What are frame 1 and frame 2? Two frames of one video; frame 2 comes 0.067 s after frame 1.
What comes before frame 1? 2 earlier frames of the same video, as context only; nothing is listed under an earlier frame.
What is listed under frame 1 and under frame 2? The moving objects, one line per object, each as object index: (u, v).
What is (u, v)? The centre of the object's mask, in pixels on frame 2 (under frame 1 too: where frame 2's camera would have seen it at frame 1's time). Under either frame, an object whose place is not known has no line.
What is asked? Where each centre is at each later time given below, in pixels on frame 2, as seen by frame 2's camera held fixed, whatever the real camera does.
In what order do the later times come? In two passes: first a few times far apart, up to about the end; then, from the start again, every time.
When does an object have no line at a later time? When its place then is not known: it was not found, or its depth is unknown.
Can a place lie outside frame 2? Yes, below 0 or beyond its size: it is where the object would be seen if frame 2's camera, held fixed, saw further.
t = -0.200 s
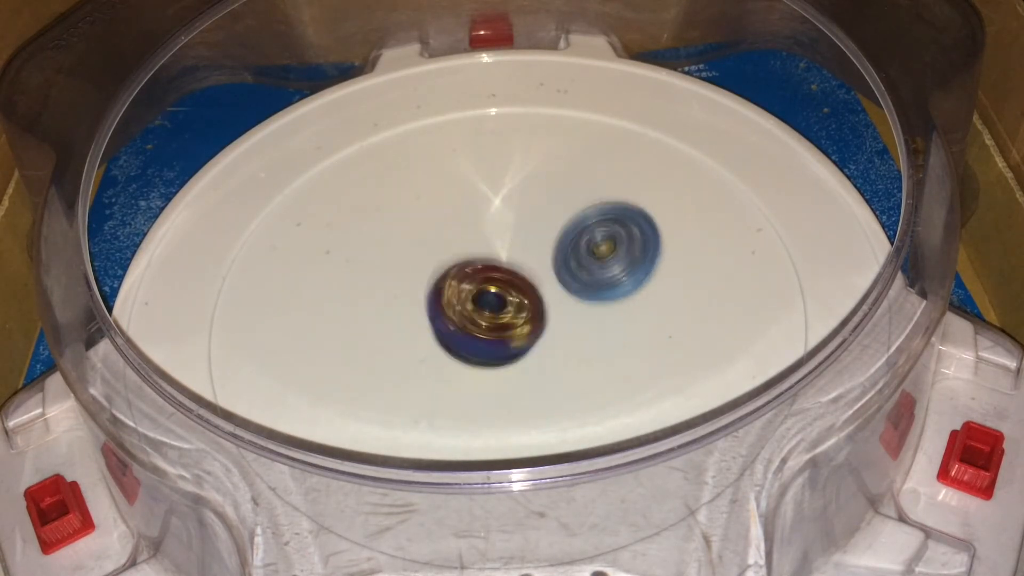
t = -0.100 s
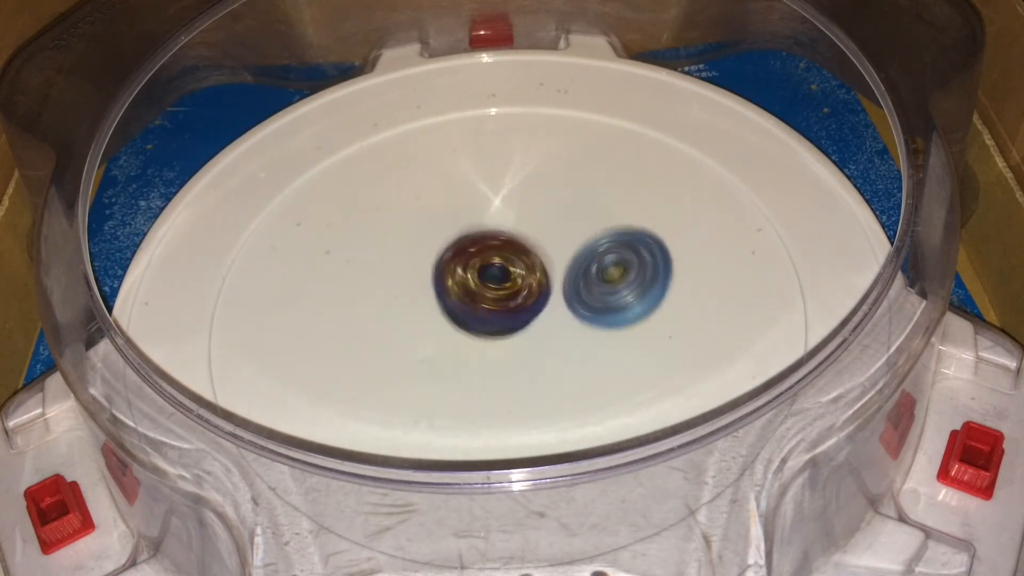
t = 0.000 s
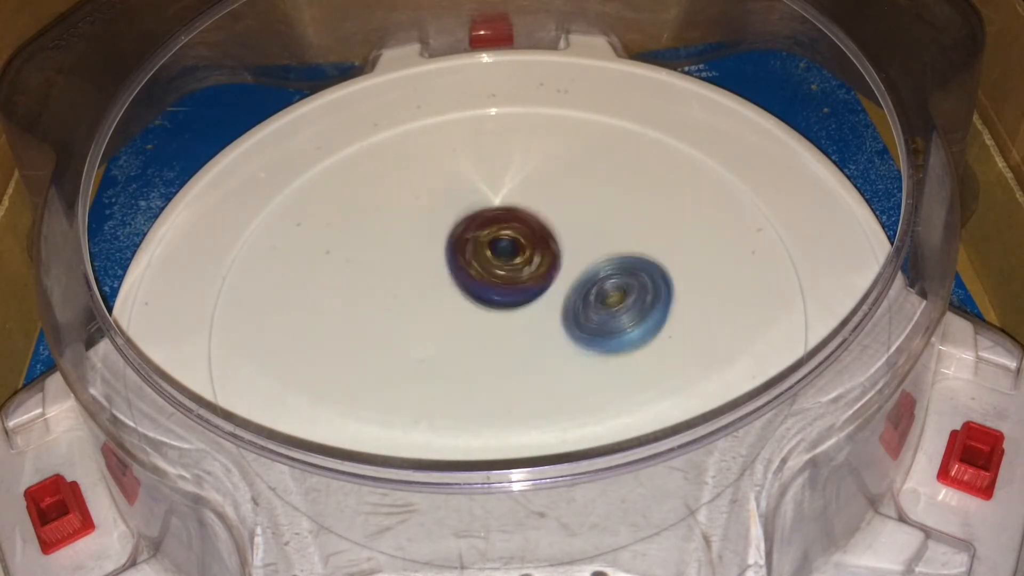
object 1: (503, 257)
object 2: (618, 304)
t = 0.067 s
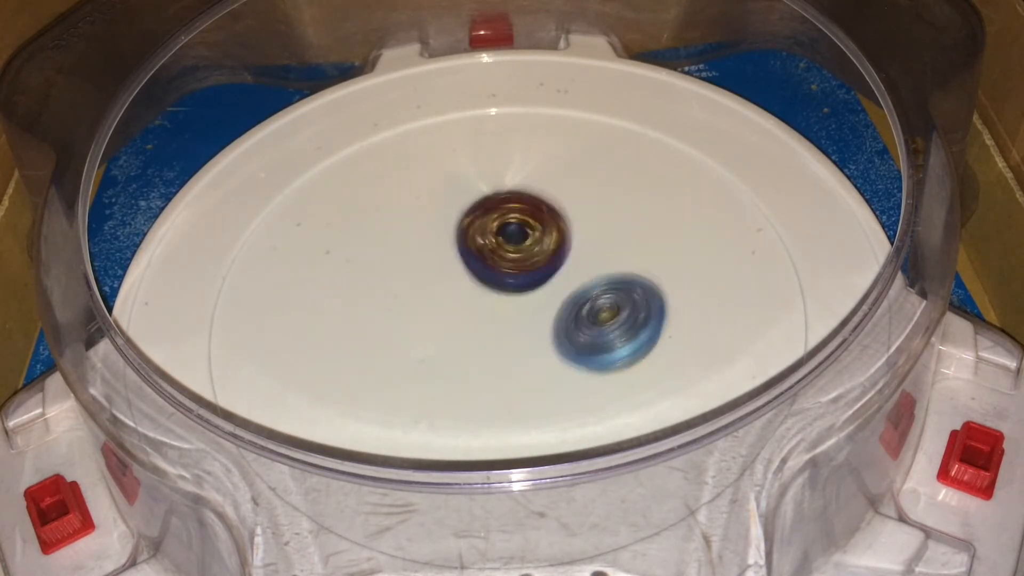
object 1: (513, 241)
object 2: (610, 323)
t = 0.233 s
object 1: (538, 211)
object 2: (570, 361)
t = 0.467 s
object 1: (546, 226)
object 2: (487, 378)
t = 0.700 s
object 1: (537, 284)
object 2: (418, 347)
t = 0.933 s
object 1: (554, 335)
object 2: (339, 284)
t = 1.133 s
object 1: (567, 365)
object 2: (373, 241)
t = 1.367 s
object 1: (539, 348)
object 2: (471, 212)
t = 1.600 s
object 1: (516, 300)
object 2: (582, 208)
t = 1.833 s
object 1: (521, 254)
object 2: (649, 230)
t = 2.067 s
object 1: (516, 243)
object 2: (648, 290)
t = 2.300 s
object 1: (504, 267)
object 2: (569, 367)
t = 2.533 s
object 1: (487, 310)
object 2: (456, 403)
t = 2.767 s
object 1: (512, 311)
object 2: (380, 375)
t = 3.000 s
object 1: (533, 310)
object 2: (389, 287)
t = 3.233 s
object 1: (537, 306)
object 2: (453, 192)
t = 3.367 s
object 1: (535, 299)
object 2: (499, 168)
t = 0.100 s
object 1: (518, 234)
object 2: (604, 331)
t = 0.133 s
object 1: (524, 226)
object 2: (597, 340)
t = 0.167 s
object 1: (529, 220)
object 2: (588, 348)
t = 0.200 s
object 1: (533, 215)
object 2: (579, 354)
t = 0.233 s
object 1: (538, 211)
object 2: (570, 361)
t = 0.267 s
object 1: (540, 208)
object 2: (559, 366)
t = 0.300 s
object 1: (542, 207)
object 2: (548, 371)
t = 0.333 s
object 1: (543, 208)
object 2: (536, 374)
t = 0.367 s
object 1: (545, 211)
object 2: (524, 376)
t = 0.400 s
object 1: (544, 214)
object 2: (512, 378)
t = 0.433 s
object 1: (546, 219)
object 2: (499, 378)
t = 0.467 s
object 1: (546, 226)
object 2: (487, 378)
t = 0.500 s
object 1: (545, 232)
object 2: (476, 376)
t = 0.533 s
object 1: (546, 240)
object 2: (465, 373)
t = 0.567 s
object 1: (545, 250)
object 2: (454, 370)
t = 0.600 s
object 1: (544, 258)
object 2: (444, 366)
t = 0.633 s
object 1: (542, 266)
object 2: (434, 360)
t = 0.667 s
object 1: (541, 275)
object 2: (426, 354)
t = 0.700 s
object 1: (537, 284)
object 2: (418, 347)
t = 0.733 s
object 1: (534, 293)
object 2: (413, 340)
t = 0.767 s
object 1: (530, 301)
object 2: (409, 332)
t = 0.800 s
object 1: (525, 309)
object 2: (405, 325)
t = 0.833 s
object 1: (537, 318)
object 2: (376, 313)
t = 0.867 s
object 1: (546, 326)
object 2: (354, 301)
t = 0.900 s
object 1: (551, 331)
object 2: (342, 292)
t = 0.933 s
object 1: (554, 335)
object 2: (339, 284)
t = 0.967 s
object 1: (560, 339)
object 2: (339, 277)
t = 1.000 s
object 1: (564, 348)
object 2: (342, 269)
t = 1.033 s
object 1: (564, 355)
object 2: (348, 262)
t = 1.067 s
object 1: (568, 359)
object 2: (355, 255)
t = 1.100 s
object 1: (569, 363)
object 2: (363, 248)
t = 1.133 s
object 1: (567, 365)
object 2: (373, 241)
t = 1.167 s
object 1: (567, 367)
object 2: (385, 235)
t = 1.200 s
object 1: (563, 366)
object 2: (398, 230)
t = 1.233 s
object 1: (561, 364)
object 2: (411, 225)
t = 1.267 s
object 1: (558, 362)
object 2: (425, 221)
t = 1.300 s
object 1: (549, 356)
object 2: (440, 218)
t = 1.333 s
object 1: (543, 351)
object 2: (455, 215)
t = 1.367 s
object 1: (539, 348)
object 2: (471, 212)
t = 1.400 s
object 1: (533, 342)
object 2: (486, 211)
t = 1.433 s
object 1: (529, 336)
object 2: (503, 209)
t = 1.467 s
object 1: (523, 329)
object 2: (520, 208)
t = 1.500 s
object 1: (520, 321)
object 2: (537, 207)
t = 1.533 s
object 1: (519, 315)
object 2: (554, 207)
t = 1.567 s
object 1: (517, 309)
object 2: (569, 207)
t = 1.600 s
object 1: (516, 300)
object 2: (582, 208)
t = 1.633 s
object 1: (517, 292)
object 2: (594, 210)
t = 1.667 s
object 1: (519, 284)
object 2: (605, 213)
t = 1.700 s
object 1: (523, 276)
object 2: (615, 216)
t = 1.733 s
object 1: (521, 271)
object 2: (627, 217)
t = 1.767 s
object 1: (520, 263)
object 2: (637, 220)
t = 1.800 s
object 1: (522, 257)
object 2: (644, 225)
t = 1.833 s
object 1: (521, 254)
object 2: (649, 230)
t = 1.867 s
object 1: (519, 248)
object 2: (654, 237)
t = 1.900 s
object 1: (520, 245)
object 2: (656, 244)
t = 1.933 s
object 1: (520, 244)
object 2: (657, 252)
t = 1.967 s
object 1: (517, 242)
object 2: (657, 261)
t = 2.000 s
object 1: (518, 240)
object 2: (655, 270)
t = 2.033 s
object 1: (519, 241)
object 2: (653, 280)
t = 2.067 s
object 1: (516, 243)
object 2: (648, 290)
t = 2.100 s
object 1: (514, 243)
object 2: (642, 300)
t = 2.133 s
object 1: (514, 245)
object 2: (635, 311)
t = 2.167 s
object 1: (512, 248)
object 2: (625, 322)
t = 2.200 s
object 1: (510, 252)
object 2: (614, 333)
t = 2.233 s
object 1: (509, 255)
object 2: (600, 345)
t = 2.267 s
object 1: (506, 261)
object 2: (585, 356)
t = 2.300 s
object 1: (504, 267)
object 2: (569, 367)
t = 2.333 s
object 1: (501, 271)
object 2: (553, 377)
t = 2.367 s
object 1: (499, 278)
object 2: (536, 385)
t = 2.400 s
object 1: (496, 285)
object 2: (519, 393)
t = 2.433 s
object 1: (493, 290)
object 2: (502, 398)
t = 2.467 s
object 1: (492, 296)
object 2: (485, 401)
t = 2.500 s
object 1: (490, 303)
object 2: (471, 403)
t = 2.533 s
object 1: (487, 310)
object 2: (456, 403)
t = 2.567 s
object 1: (489, 314)
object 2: (440, 403)
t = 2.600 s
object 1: (495, 314)
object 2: (422, 405)
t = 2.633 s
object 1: (496, 314)
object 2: (408, 404)
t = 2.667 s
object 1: (498, 312)
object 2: (398, 399)
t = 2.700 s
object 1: (505, 310)
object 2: (390, 393)
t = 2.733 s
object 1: (511, 311)
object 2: (383, 385)
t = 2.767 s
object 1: (512, 311)
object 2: (380, 375)
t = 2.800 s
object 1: (513, 310)
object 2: (377, 365)
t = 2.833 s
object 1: (517, 310)
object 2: (376, 354)
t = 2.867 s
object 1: (523, 310)
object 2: (376, 341)
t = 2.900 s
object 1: (525, 310)
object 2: (376, 329)
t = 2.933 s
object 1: (529, 311)
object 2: (379, 315)
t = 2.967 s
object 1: (532, 311)
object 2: (384, 300)
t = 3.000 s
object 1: (533, 310)
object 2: (389, 287)
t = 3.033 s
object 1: (537, 310)
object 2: (395, 272)
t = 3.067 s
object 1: (538, 310)
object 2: (402, 257)
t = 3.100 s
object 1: (537, 310)
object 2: (411, 242)
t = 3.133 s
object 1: (537, 307)
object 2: (422, 228)
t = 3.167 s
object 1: (540, 307)
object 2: (431, 216)
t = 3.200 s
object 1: (540, 307)
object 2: (443, 203)
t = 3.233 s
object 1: (537, 306)
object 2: (453, 192)
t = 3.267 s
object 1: (537, 304)
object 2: (464, 183)
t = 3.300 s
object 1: (538, 302)
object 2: (476, 177)
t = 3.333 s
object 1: (536, 300)
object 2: (487, 171)
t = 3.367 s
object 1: (535, 299)
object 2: (499, 168)
